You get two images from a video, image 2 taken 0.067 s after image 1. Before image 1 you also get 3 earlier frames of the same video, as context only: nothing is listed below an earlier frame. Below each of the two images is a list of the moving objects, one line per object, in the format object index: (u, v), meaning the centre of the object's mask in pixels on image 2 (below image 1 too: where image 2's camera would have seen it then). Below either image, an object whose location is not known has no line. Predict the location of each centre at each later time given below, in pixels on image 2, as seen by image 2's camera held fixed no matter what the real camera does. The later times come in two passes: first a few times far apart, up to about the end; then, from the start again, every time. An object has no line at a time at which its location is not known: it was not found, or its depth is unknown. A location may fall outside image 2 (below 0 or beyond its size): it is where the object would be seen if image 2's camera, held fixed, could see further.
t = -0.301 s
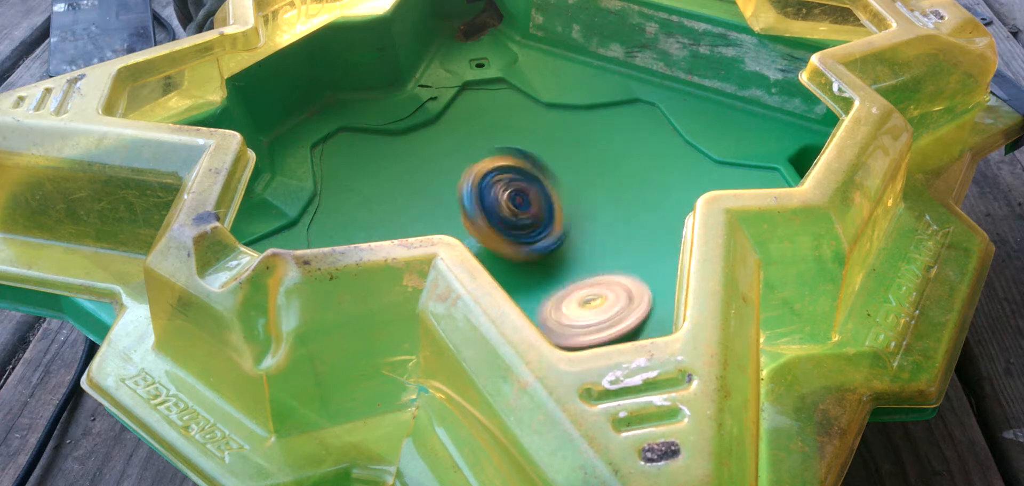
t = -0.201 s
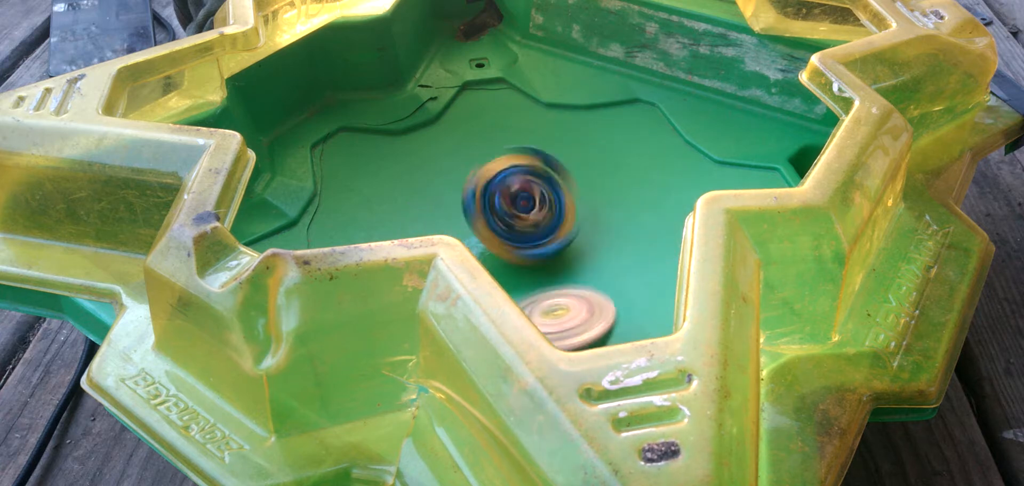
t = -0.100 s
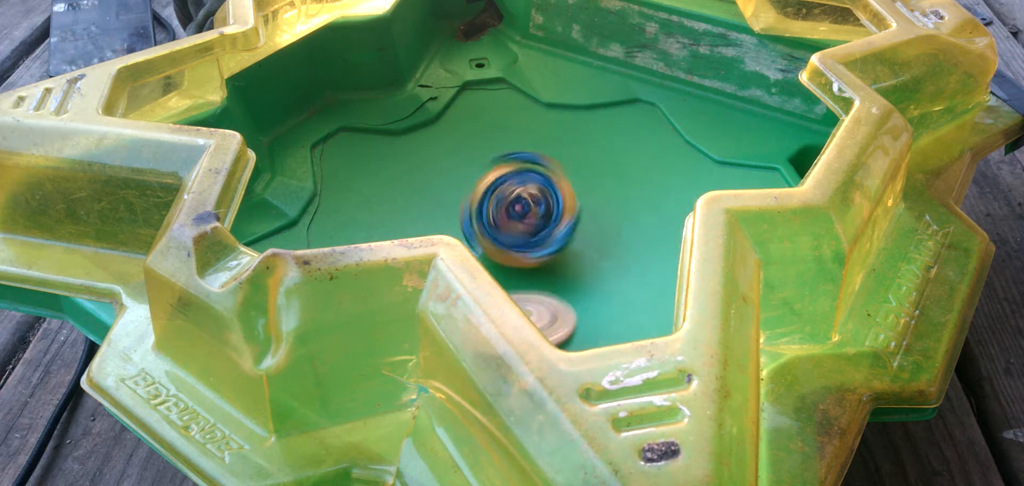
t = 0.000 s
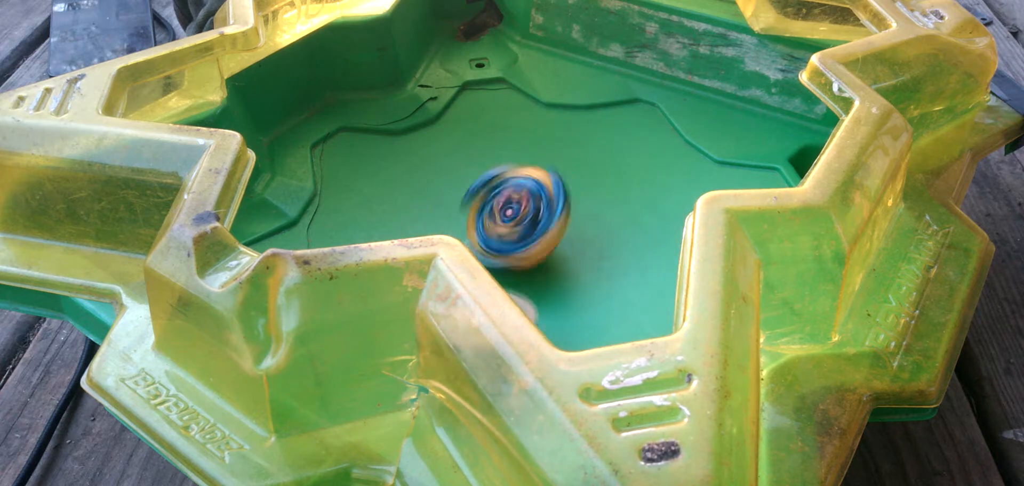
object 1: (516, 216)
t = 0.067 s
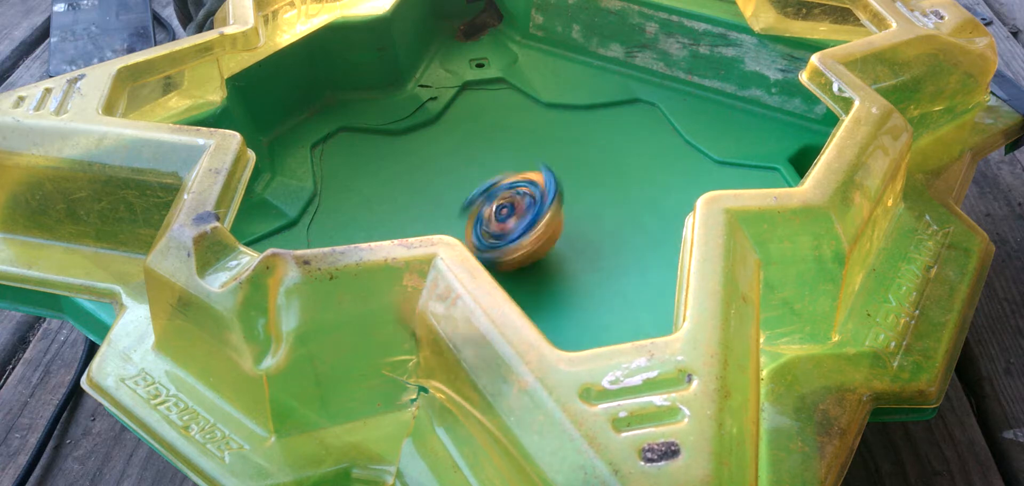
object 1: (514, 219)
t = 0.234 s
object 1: (511, 224)
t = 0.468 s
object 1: (521, 223)
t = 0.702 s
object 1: (539, 220)
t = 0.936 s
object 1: (528, 221)
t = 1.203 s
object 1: (537, 220)
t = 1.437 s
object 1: (522, 222)
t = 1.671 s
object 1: (538, 220)
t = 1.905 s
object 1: (524, 222)
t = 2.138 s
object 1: (535, 220)
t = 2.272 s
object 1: (527, 221)
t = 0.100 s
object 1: (513, 220)
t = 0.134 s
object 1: (511, 222)
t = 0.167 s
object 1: (513, 223)
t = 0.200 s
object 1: (512, 224)
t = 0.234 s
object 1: (511, 224)
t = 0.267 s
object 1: (515, 224)
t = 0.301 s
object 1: (518, 225)
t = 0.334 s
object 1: (518, 225)
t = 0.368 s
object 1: (519, 224)
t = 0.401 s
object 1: (520, 224)
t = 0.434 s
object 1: (521, 223)
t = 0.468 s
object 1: (521, 223)
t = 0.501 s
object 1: (521, 223)
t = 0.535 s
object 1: (524, 222)
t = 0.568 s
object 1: (526, 221)
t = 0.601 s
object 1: (529, 221)
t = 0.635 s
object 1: (532, 220)
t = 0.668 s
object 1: (536, 220)
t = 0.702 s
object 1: (539, 220)
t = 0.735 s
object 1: (540, 220)
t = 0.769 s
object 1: (540, 220)
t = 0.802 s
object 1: (539, 220)
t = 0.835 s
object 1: (536, 220)
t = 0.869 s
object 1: (533, 220)
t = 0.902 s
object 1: (530, 221)
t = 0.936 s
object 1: (528, 221)
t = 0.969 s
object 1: (527, 221)
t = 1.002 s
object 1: (526, 222)
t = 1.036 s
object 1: (527, 221)
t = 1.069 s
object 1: (528, 221)
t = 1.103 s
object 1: (530, 221)
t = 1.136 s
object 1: (533, 220)
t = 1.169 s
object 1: (535, 220)
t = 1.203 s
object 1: (537, 220)
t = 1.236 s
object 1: (537, 220)
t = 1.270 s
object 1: (534, 220)
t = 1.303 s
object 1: (530, 221)
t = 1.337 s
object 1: (527, 221)
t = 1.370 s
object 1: (524, 222)
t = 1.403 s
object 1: (523, 222)
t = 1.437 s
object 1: (522, 222)
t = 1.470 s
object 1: (523, 222)
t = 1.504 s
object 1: (525, 222)
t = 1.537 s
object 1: (528, 221)
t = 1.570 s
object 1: (532, 220)
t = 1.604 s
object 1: (535, 220)
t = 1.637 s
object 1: (537, 220)
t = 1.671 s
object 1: (538, 220)
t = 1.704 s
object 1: (537, 220)
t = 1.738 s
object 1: (536, 220)
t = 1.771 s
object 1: (533, 220)
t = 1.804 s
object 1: (529, 221)
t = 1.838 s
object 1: (527, 221)
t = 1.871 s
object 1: (525, 222)
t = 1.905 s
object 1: (524, 222)
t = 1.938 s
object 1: (525, 222)
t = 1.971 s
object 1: (526, 221)
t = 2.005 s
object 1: (528, 221)
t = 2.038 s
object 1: (531, 221)
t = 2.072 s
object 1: (534, 220)
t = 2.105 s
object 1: (536, 220)
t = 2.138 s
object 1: (535, 220)
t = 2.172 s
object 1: (533, 220)
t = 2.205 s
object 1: (531, 220)
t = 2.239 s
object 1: (529, 221)
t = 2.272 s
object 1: (527, 221)
